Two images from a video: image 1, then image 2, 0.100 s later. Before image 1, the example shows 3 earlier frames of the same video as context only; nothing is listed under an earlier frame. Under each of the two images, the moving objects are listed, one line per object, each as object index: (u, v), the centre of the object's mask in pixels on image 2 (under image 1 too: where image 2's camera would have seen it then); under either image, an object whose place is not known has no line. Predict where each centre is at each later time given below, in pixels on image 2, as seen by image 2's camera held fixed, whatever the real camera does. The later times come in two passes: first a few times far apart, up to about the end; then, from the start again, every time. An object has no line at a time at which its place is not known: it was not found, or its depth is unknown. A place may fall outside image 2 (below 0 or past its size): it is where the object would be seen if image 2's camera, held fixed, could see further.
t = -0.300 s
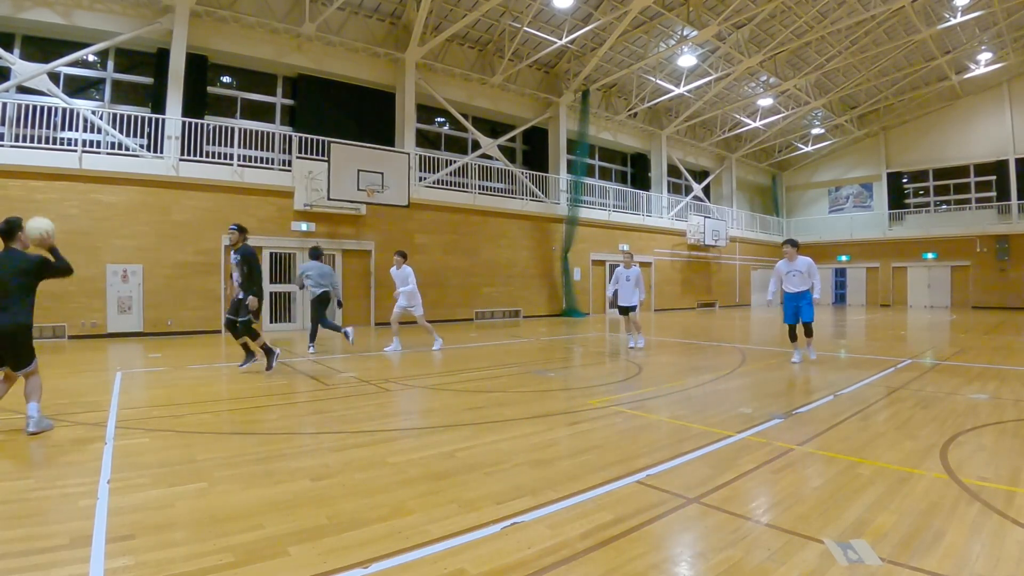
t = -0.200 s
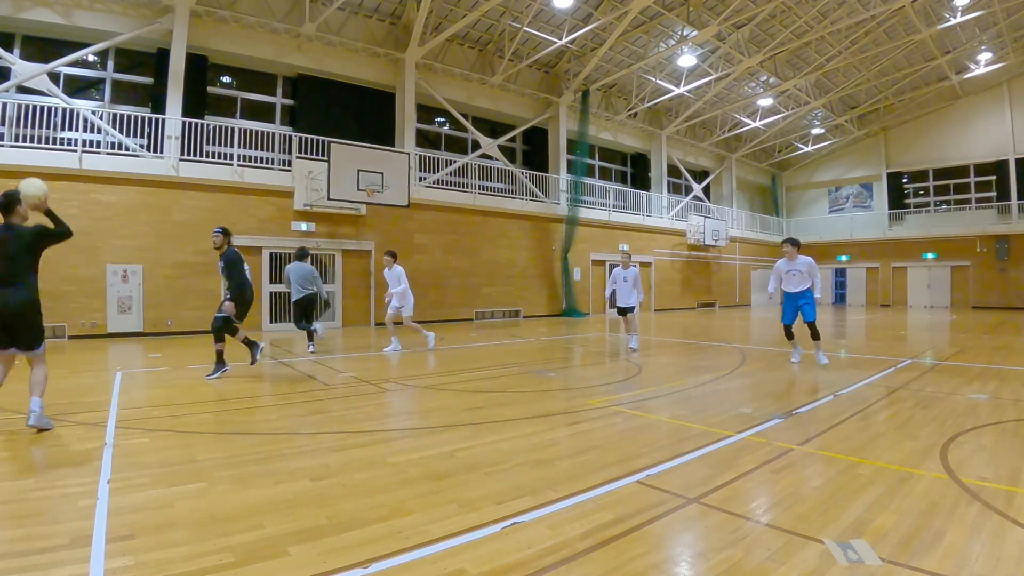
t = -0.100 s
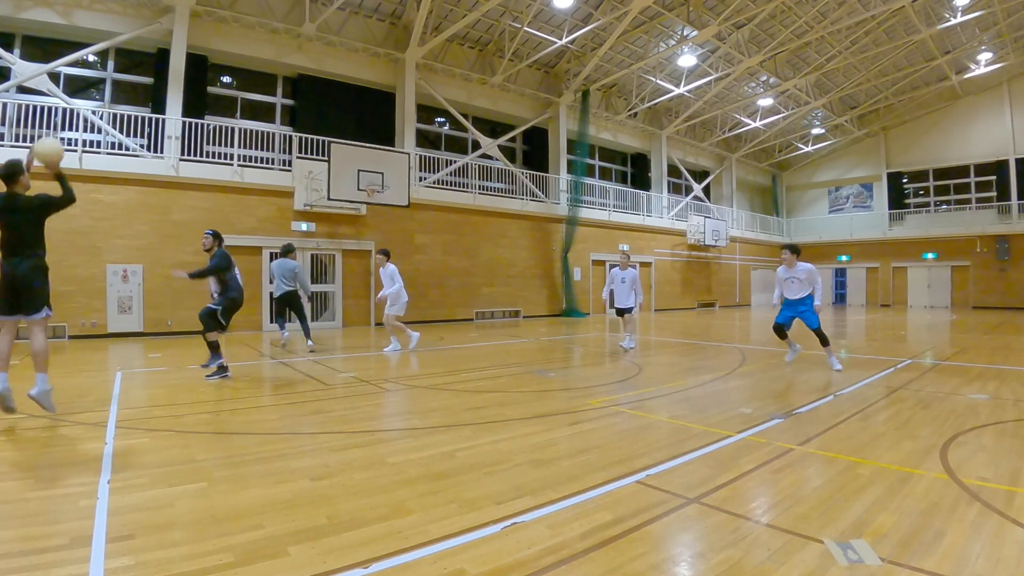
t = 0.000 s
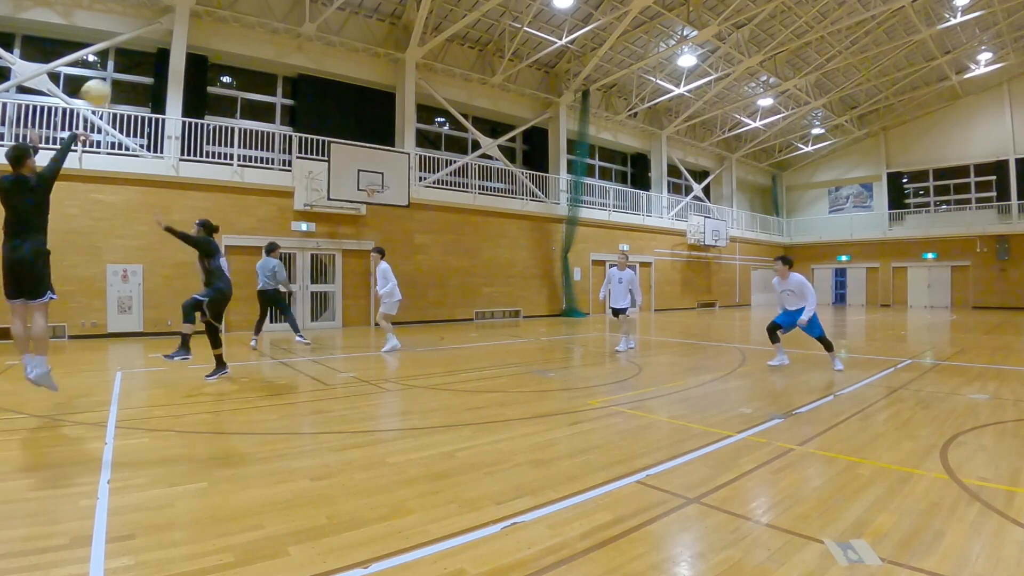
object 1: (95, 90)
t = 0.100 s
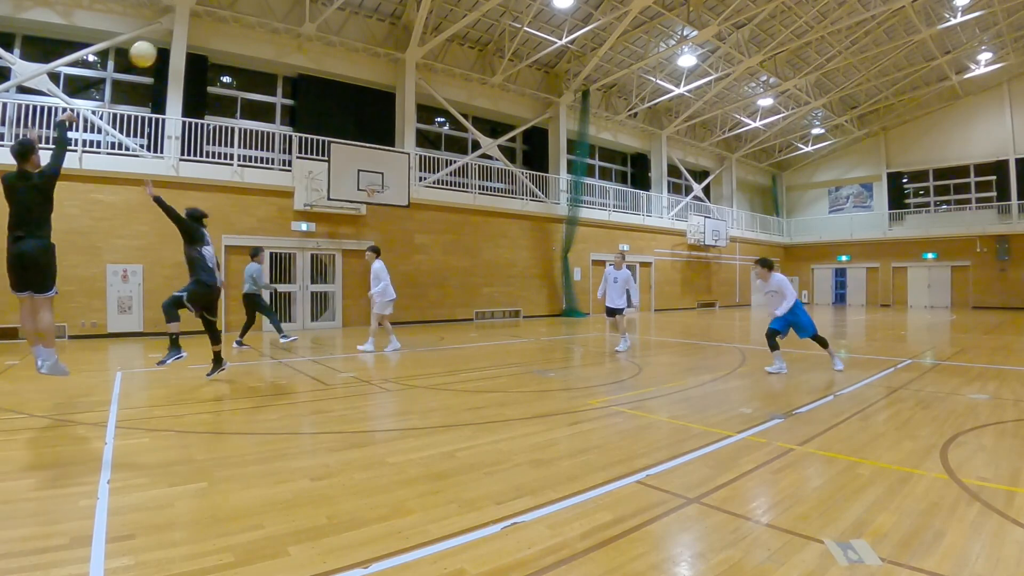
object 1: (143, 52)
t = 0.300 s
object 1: (213, 18)
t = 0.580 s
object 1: (280, 25)
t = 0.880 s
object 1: (327, 76)
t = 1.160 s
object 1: (360, 149)
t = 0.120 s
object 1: (151, 46)
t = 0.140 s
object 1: (159, 41)
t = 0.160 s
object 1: (165, 34)
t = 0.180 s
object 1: (173, 31)
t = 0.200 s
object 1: (180, 26)
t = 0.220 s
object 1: (188, 22)
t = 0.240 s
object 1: (195, 23)
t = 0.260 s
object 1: (201, 21)
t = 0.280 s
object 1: (207, 19)
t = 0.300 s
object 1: (213, 18)
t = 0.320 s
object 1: (219, 16)
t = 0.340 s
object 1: (225, 15)
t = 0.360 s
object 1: (230, 15)
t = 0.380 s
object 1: (235, 14)
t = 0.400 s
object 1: (241, 14)
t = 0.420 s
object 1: (245, 15)
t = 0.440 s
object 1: (250, 15)
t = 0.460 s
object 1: (254, 16)
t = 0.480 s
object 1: (259, 17)
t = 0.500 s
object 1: (263, 18)
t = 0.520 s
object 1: (268, 19)
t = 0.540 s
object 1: (272, 21)
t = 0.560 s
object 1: (276, 23)
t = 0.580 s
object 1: (280, 25)
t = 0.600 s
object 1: (283, 27)
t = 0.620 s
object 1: (287, 29)
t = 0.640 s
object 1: (290, 32)
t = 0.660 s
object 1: (294, 35)
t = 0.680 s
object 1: (298, 38)
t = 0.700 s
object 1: (301, 41)
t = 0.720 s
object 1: (304, 44)
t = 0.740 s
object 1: (307, 47)
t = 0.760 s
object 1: (310, 50)
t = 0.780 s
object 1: (313, 54)
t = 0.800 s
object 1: (316, 58)
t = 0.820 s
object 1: (319, 62)
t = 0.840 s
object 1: (322, 67)
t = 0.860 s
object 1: (324, 71)
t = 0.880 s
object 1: (327, 76)
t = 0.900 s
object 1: (330, 80)
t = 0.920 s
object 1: (332, 85)
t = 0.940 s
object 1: (335, 90)
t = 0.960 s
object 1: (337, 95)
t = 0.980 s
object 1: (340, 100)
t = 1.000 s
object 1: (342, 105)
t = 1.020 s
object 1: (345, 110)
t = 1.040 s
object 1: (347, 116)
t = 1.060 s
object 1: (349, 121)
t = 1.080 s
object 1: (351, 127)
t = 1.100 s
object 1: (354, 133)
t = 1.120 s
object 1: (356, 138)
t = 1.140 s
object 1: (358, 143)
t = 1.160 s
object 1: (360, 149)
